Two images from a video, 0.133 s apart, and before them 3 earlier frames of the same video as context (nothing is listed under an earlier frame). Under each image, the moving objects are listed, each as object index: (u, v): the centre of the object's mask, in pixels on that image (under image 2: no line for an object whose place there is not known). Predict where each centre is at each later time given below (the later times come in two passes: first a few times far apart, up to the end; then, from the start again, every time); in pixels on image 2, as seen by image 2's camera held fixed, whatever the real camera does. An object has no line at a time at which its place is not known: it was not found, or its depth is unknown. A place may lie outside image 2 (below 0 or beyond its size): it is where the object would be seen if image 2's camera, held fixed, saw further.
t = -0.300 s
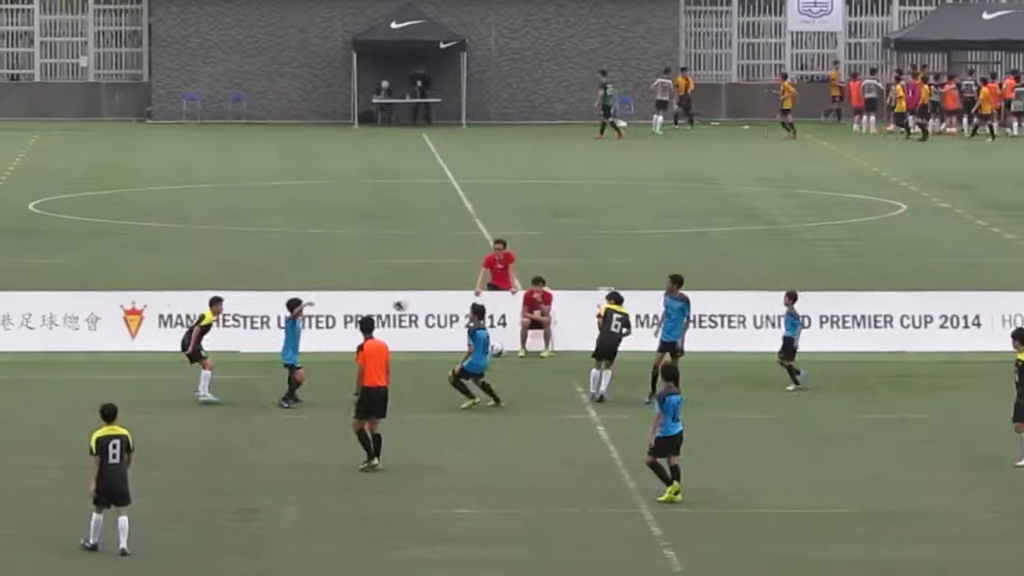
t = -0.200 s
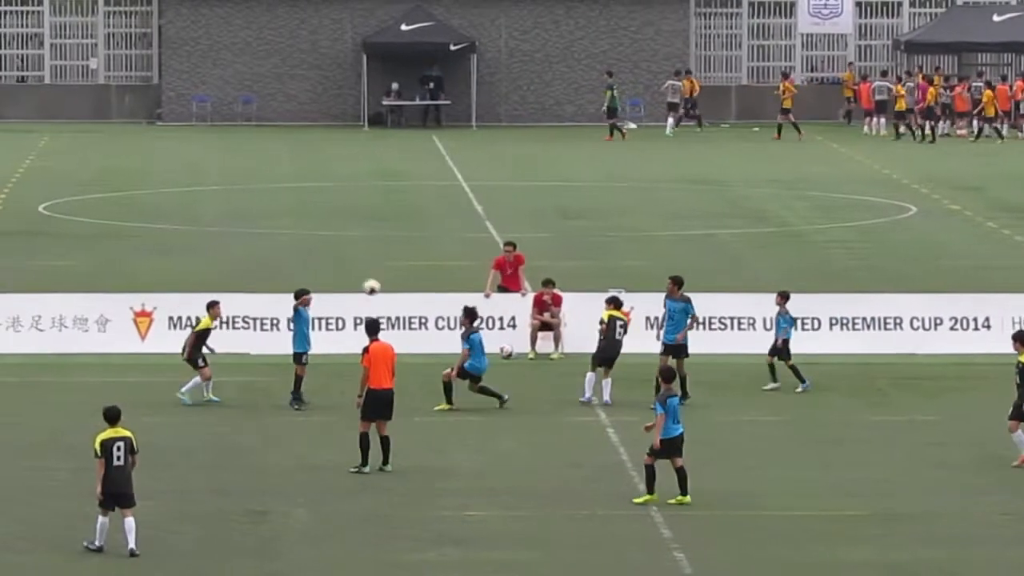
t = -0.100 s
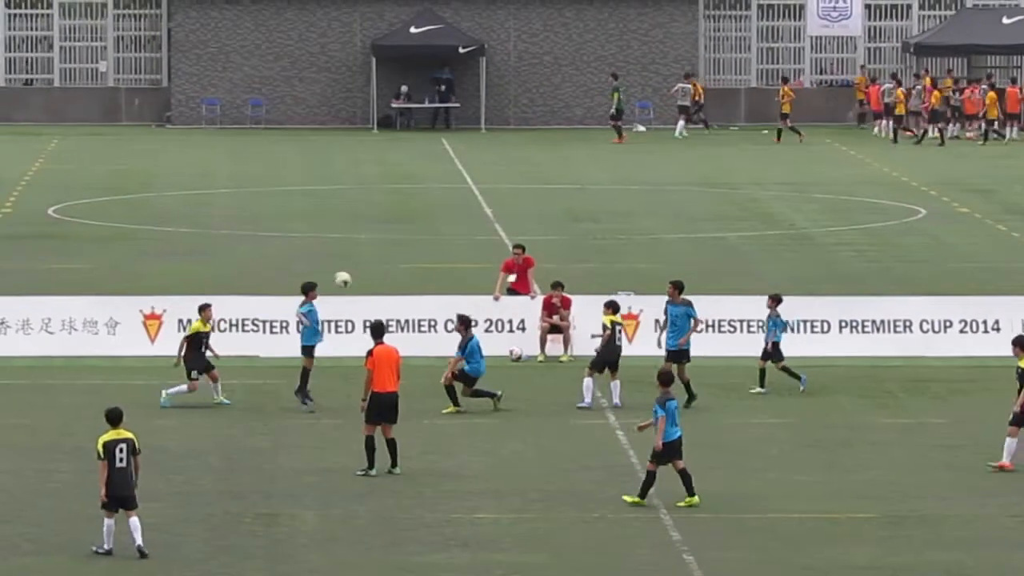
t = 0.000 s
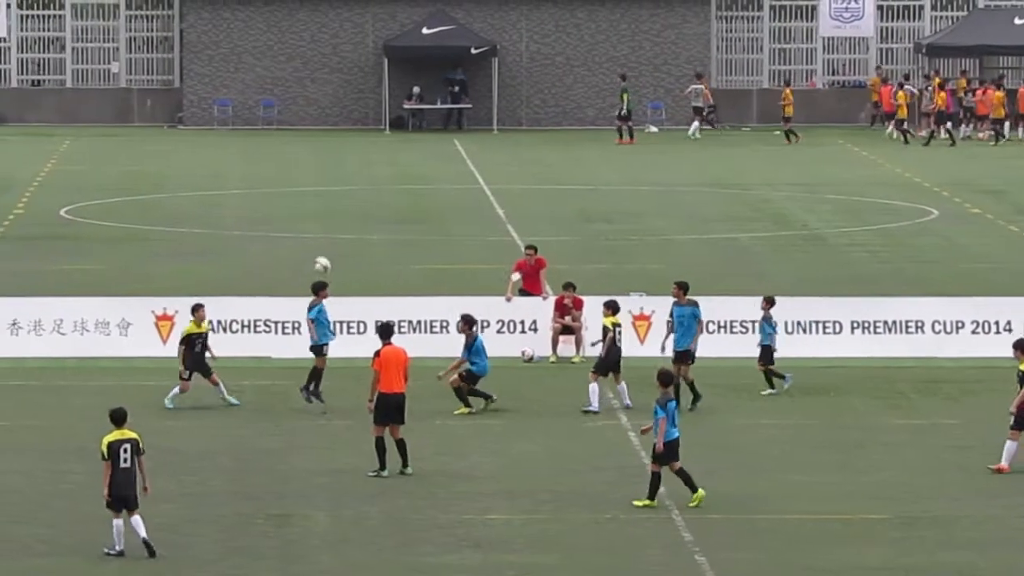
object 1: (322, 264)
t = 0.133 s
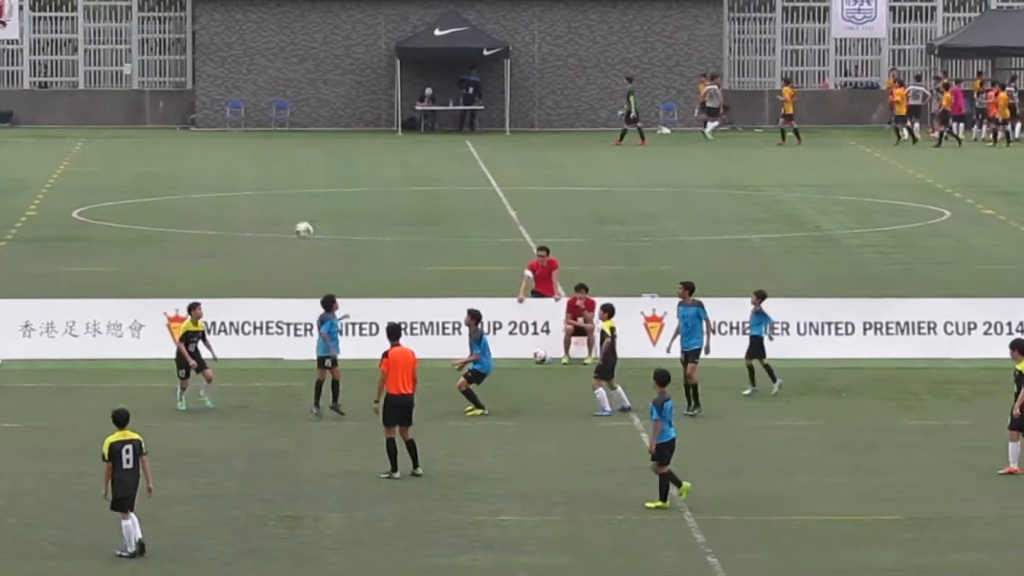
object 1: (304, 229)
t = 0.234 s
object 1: (281, 211)
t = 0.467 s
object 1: (227, 198)
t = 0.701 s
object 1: (178, 221)
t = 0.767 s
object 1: (165, 234)
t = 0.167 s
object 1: (296, 223)
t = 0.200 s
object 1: (289, 217)
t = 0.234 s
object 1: (281, 211)
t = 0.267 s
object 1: (273, 207)
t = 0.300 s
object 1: (265, 203)
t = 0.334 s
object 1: (258, 200)
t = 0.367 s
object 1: (250, 198)
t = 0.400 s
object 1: (243, 197)
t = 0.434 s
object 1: (235, 196)
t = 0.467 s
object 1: (227, 198)
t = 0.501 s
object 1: (218, 198)
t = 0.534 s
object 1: (211, 201)
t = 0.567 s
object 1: (207, 202)
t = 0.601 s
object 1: (199, 206)
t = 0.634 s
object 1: (192, 210)
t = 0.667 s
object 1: (184, 215)
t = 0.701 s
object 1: (178, 221)
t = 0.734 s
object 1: (171, 227)
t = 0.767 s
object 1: (165, 234)
